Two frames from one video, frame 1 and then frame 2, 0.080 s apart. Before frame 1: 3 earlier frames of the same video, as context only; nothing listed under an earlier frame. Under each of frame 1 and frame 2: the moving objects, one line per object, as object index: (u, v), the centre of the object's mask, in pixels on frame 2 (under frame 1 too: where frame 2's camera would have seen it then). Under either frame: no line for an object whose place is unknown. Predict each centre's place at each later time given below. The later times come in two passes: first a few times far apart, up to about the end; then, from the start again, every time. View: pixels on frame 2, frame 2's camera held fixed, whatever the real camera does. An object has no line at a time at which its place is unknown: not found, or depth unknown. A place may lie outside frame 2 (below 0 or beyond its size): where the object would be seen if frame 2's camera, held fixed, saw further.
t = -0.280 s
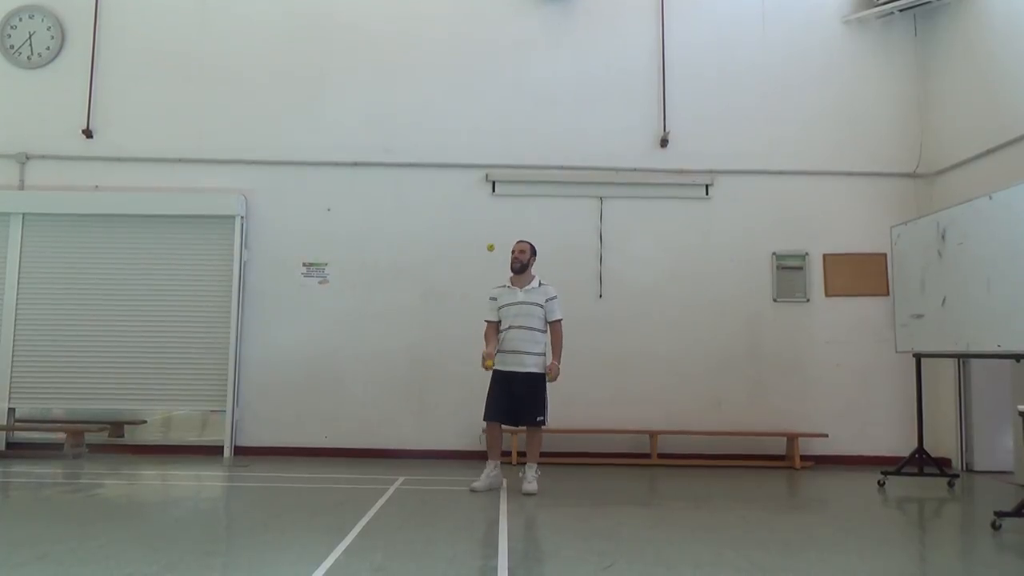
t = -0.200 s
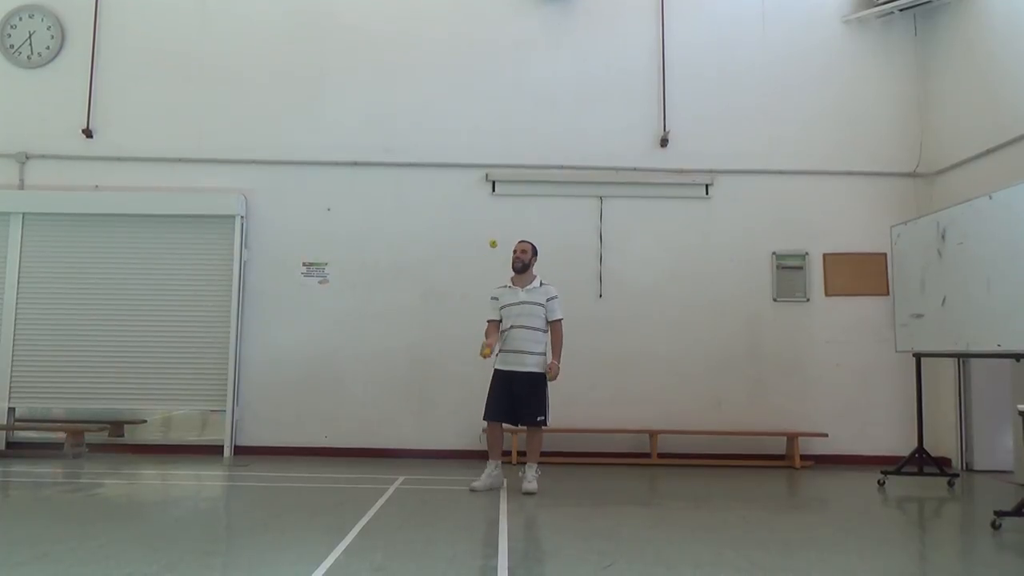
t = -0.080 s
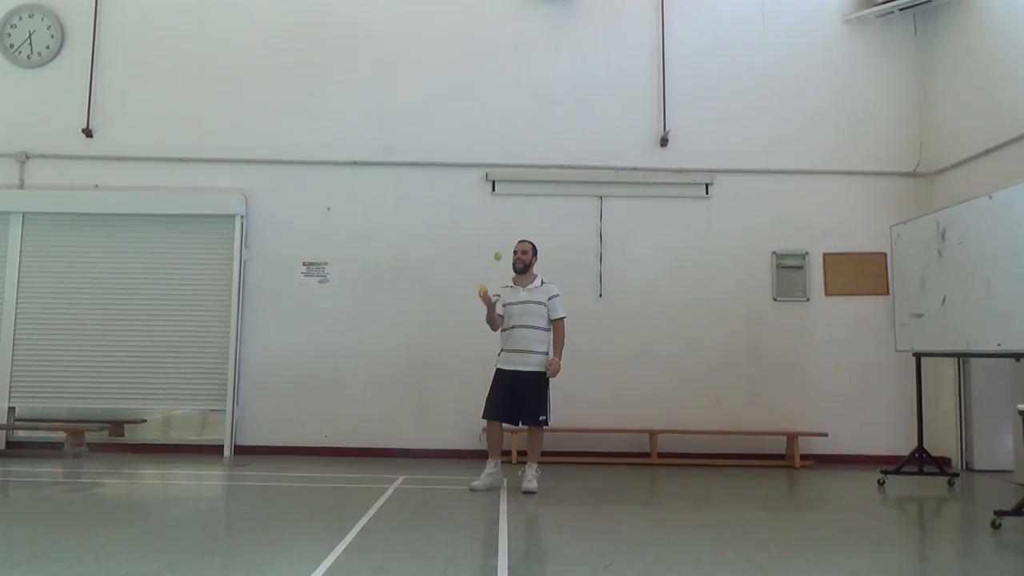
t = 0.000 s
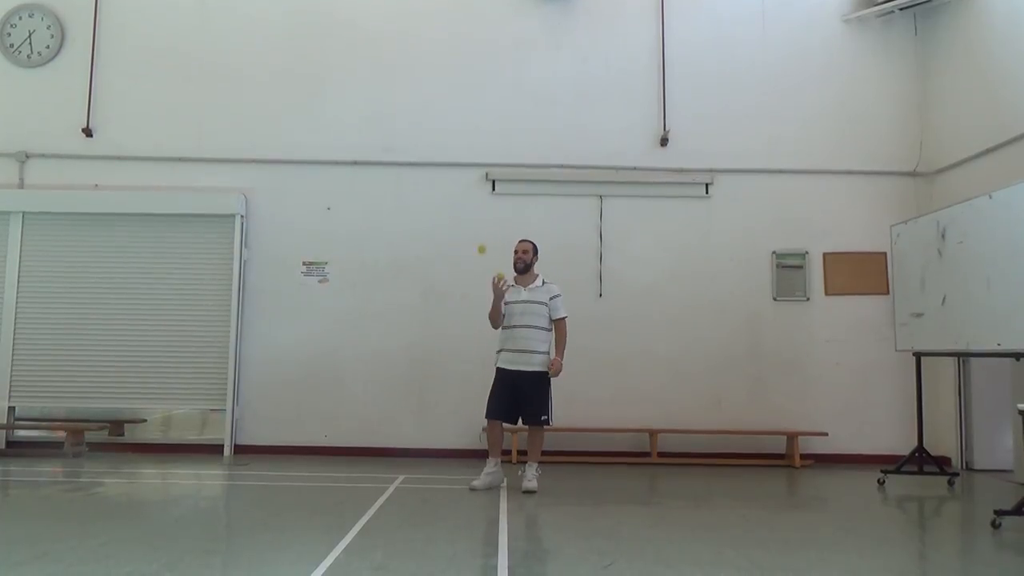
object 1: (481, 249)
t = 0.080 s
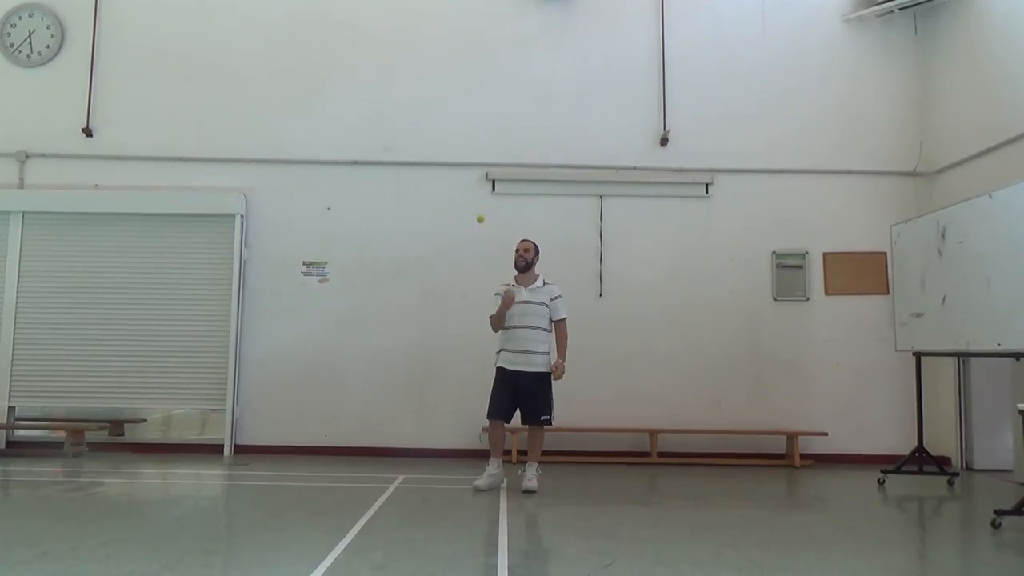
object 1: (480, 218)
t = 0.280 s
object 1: (476, 185)
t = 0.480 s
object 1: (470, 212)
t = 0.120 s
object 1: (479, 207)
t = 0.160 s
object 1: (479, 198)
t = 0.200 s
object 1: (478, 191)
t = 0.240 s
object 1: (477, 187)
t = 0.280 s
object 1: (476, 185)
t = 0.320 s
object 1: (475, 185)
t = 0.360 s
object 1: (474, 187)
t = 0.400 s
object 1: (473, 193)
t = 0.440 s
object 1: (472, 201)
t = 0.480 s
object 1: (470, 212)
